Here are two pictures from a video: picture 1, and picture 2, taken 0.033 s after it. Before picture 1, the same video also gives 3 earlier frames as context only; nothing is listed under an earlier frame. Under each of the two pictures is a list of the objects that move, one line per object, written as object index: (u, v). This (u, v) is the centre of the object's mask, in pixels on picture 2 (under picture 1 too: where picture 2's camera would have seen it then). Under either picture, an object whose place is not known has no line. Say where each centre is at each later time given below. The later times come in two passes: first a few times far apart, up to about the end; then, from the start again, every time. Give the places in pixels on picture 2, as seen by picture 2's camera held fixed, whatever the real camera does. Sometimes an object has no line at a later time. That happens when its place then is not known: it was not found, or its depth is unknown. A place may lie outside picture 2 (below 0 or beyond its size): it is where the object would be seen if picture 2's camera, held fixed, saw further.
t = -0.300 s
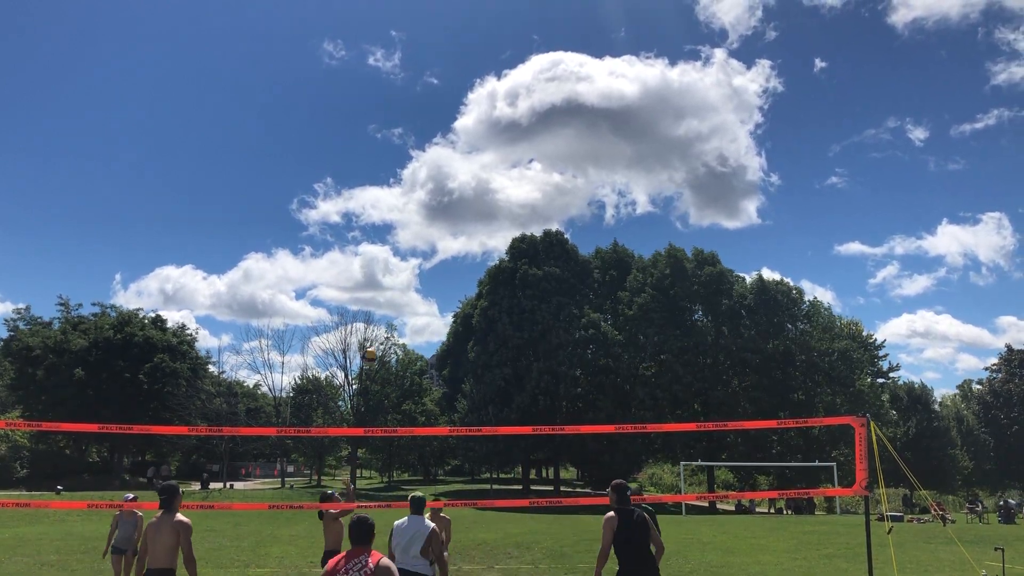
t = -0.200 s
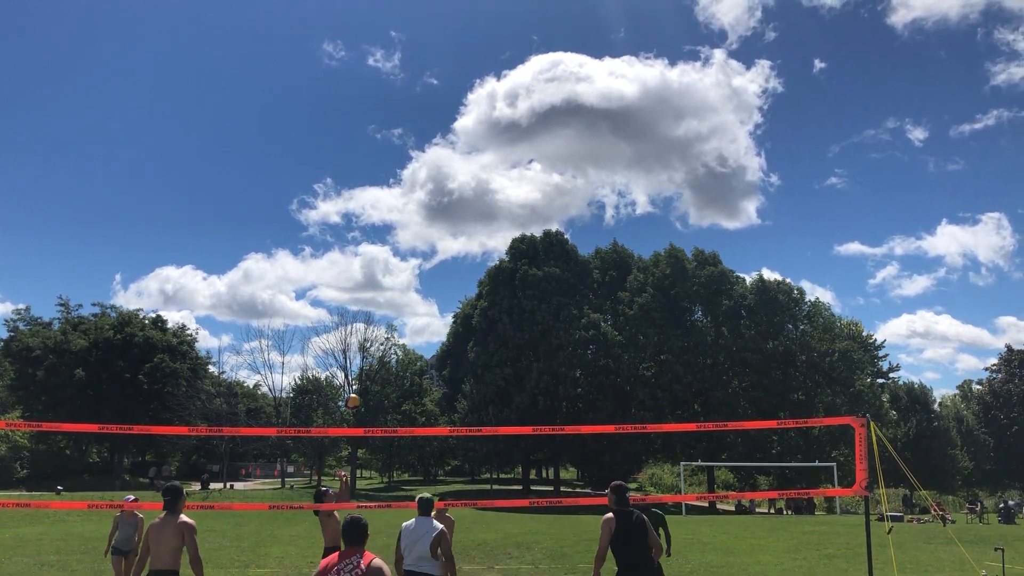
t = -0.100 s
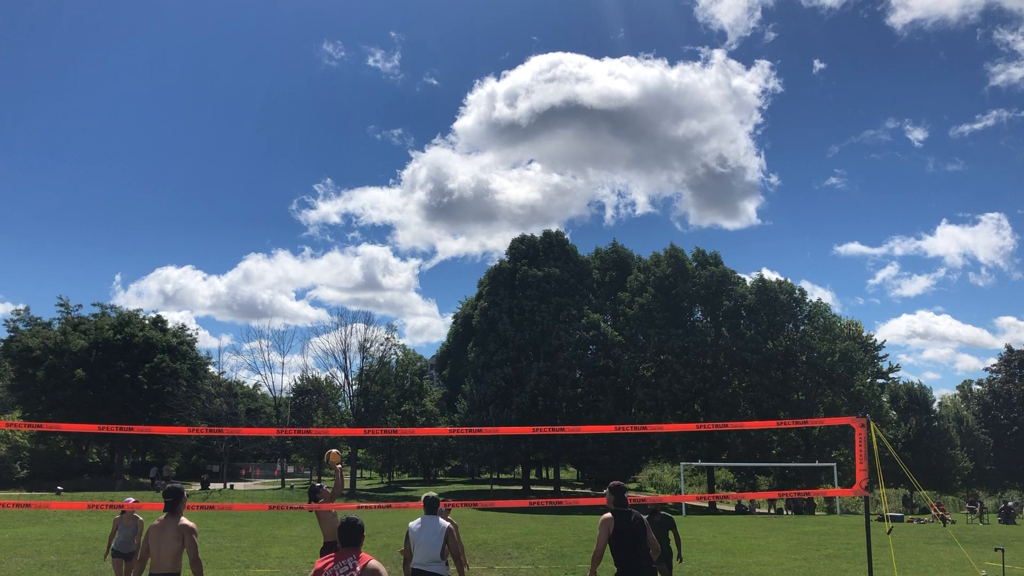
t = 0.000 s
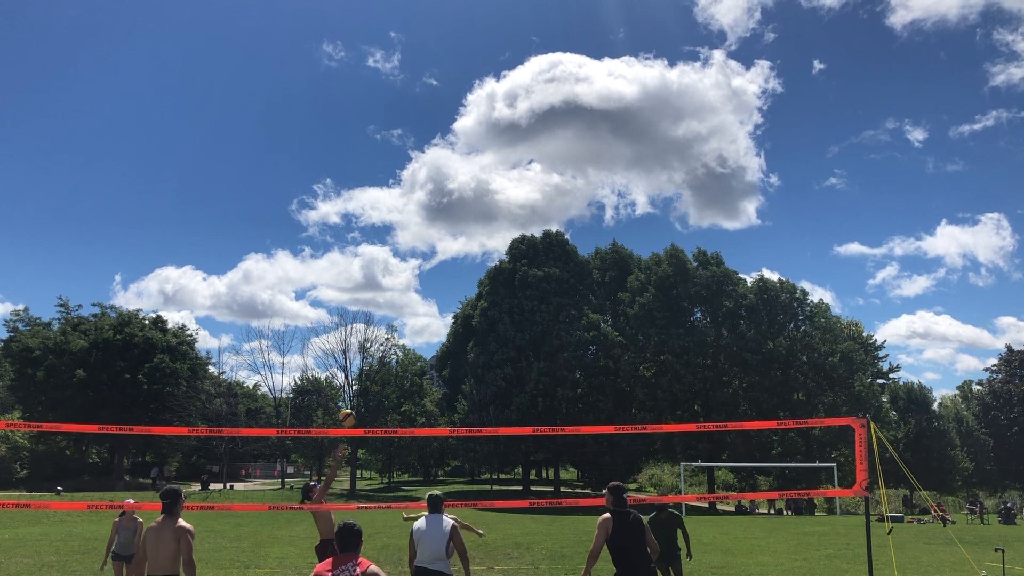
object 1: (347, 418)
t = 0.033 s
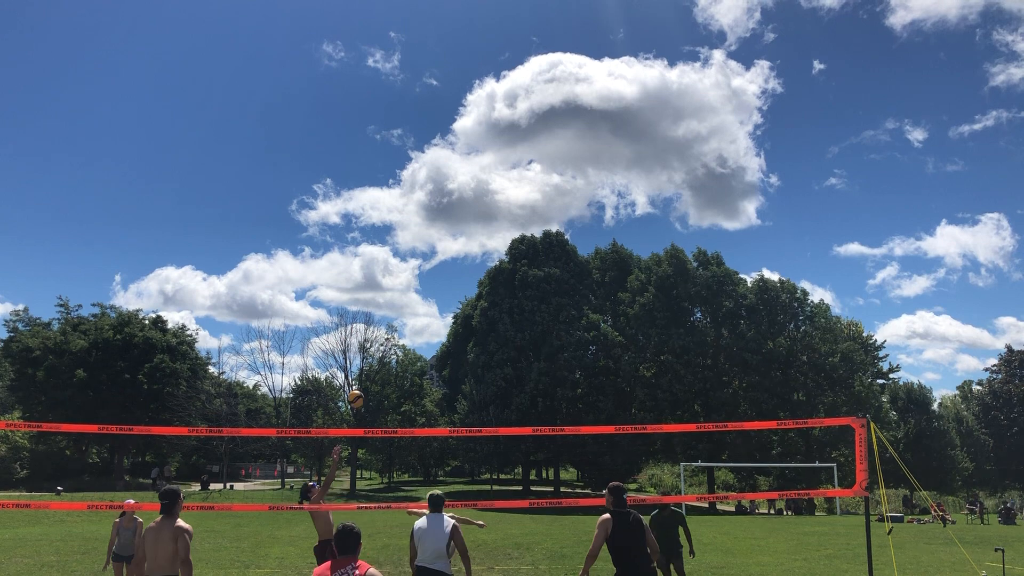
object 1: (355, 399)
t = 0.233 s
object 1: (404, 308)
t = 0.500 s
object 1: (461, 237)
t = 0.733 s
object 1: (508, 219)
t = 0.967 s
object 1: (554, 241)
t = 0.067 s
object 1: (364, 381)
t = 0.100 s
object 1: (372, 364)
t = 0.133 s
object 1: (380, 348)
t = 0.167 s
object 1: (388, 334)
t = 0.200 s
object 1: (396, 320)
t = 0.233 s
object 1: (404, 308)
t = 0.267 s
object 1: (411, 296)
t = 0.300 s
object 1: (419, 285)
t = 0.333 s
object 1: (426, 275)
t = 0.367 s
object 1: (433, 265)
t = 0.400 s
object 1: (440, 257)
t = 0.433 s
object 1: (447, 249)
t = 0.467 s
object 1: (454, 242)
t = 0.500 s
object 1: (461, 237)
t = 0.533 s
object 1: (468, 232)
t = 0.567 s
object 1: (475, 227)
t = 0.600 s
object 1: (481, 224)
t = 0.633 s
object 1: (488, 222)
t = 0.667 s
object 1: (495, 220)
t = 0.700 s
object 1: (501, 219)
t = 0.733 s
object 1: (508, 219)
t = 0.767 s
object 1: (514, 220)
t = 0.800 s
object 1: (521, 222)
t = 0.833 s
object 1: (528, 224)
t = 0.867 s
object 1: (534, 228)
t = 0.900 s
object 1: (541, 231)
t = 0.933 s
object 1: (549, 235)
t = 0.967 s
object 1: (554, 241)
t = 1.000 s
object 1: (561, 248)
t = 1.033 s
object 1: (567, 255)
